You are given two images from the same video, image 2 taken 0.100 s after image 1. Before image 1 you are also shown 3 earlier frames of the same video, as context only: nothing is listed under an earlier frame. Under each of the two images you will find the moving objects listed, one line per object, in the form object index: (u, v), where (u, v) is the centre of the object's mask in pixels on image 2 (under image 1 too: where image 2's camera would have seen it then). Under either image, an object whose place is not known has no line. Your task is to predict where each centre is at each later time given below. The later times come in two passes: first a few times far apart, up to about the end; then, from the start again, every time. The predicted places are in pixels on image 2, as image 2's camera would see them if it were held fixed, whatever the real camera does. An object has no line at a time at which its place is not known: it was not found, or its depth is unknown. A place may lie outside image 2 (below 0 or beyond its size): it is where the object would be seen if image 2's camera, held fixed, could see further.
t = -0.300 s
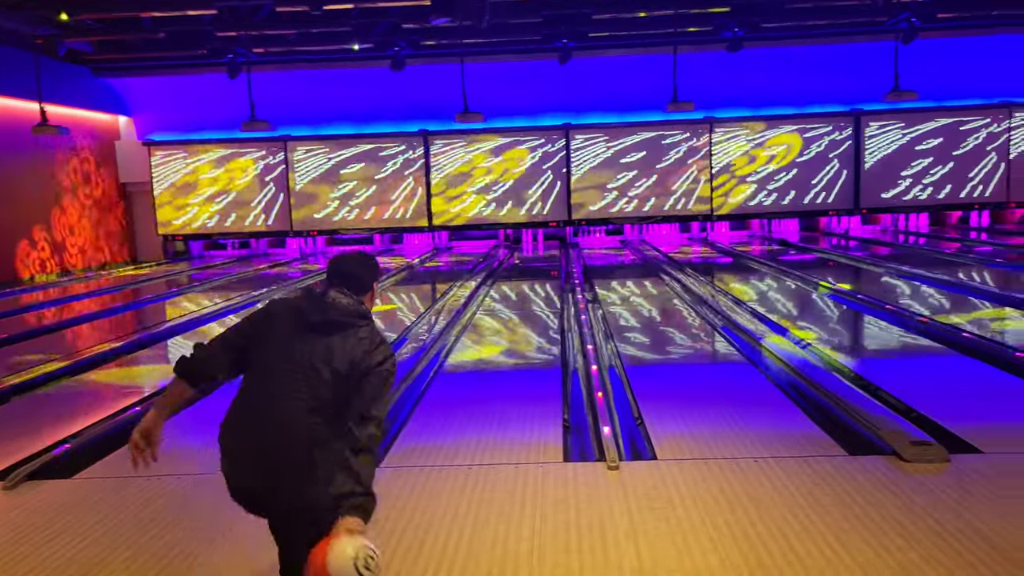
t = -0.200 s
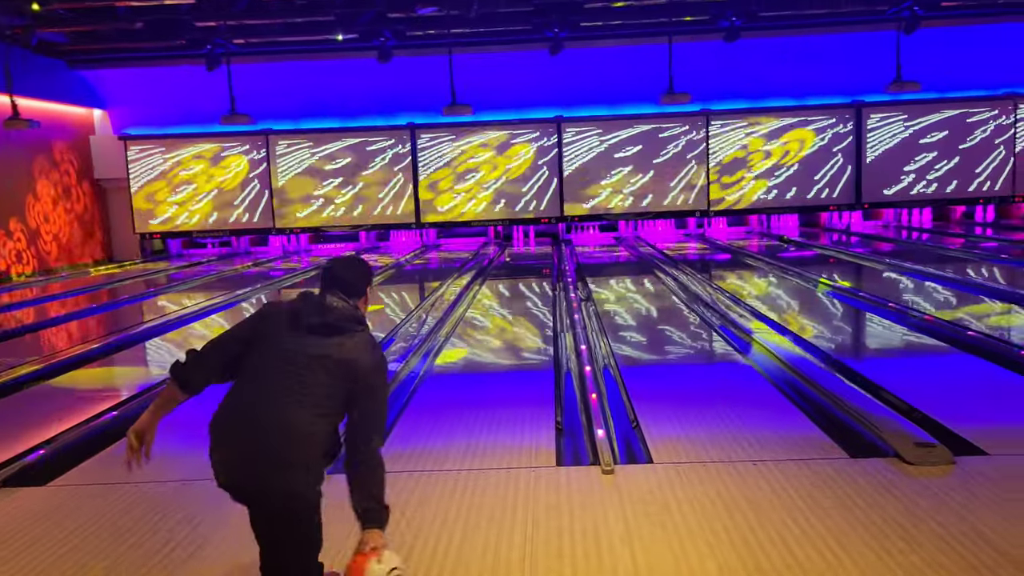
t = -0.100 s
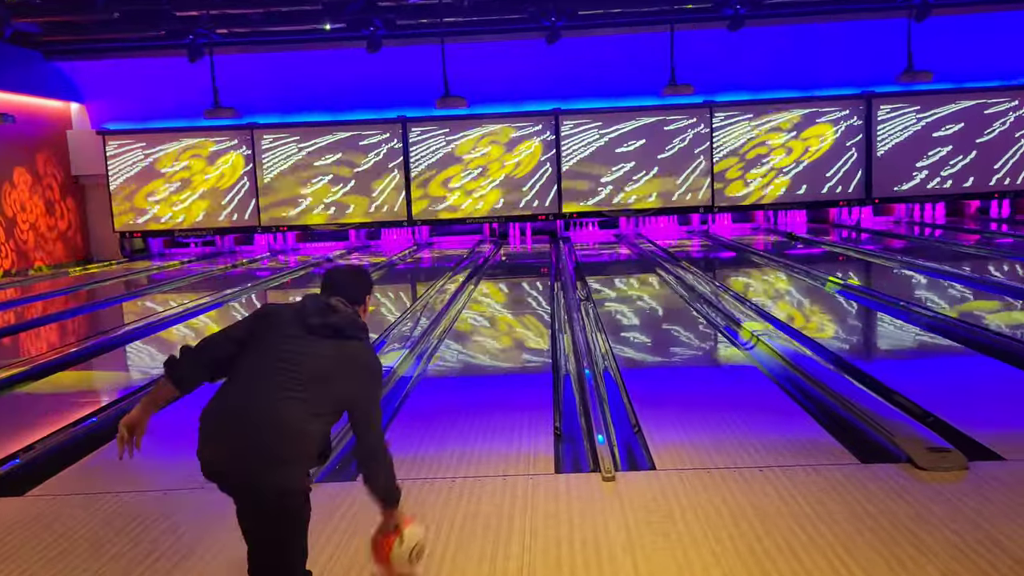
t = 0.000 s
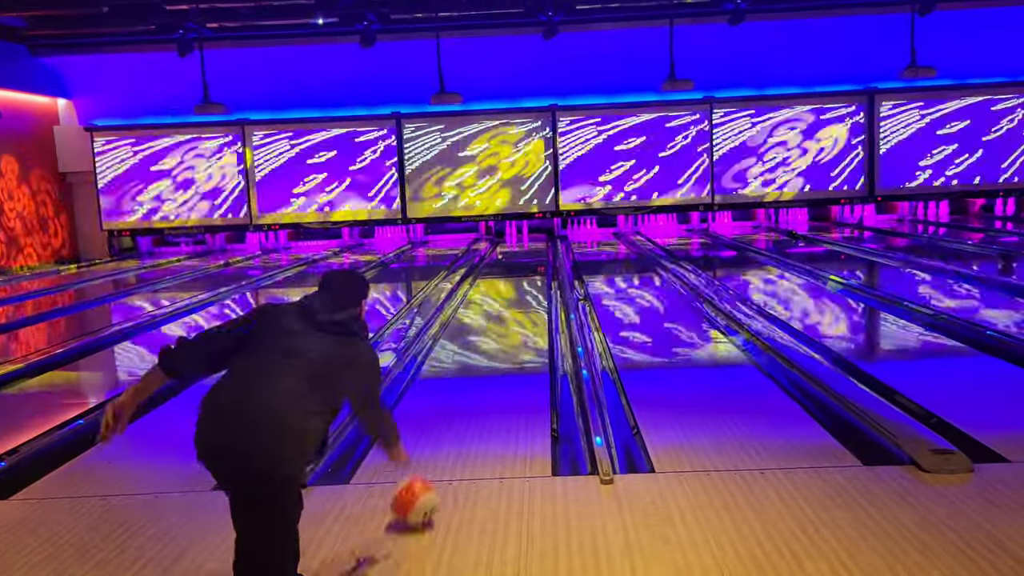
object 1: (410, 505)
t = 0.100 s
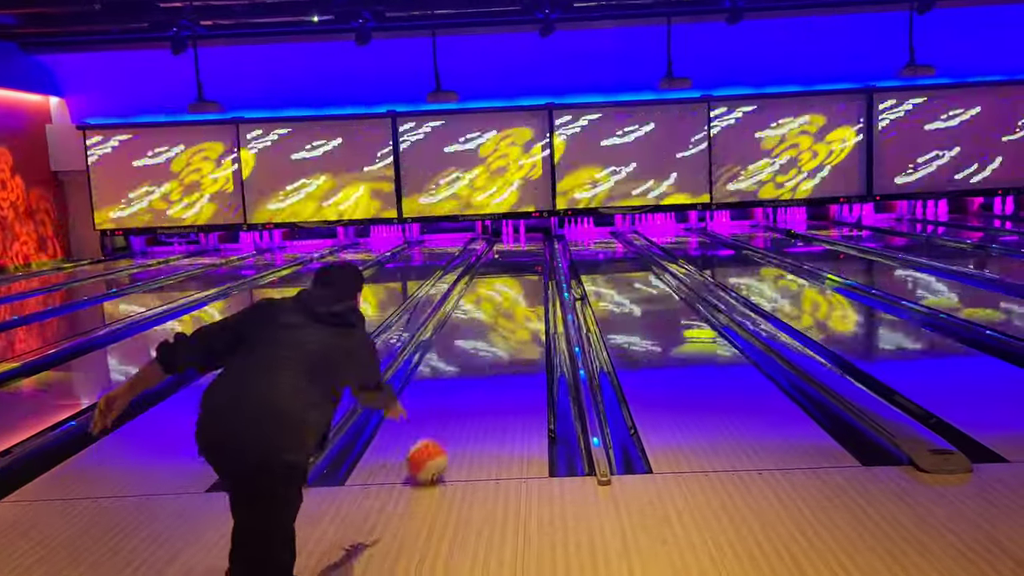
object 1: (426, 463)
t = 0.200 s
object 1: (439, 429)
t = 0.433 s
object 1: (458, 374)
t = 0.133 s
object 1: (431, 450)
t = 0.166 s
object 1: (436, 439)
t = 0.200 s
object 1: (439, 429)
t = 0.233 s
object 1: (443, 420)
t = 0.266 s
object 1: (446, 411)
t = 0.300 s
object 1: (449, 403)
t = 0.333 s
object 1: (451, 395)
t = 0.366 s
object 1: (454, 387)
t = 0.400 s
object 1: (456, 380)
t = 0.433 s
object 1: (458, 374)
